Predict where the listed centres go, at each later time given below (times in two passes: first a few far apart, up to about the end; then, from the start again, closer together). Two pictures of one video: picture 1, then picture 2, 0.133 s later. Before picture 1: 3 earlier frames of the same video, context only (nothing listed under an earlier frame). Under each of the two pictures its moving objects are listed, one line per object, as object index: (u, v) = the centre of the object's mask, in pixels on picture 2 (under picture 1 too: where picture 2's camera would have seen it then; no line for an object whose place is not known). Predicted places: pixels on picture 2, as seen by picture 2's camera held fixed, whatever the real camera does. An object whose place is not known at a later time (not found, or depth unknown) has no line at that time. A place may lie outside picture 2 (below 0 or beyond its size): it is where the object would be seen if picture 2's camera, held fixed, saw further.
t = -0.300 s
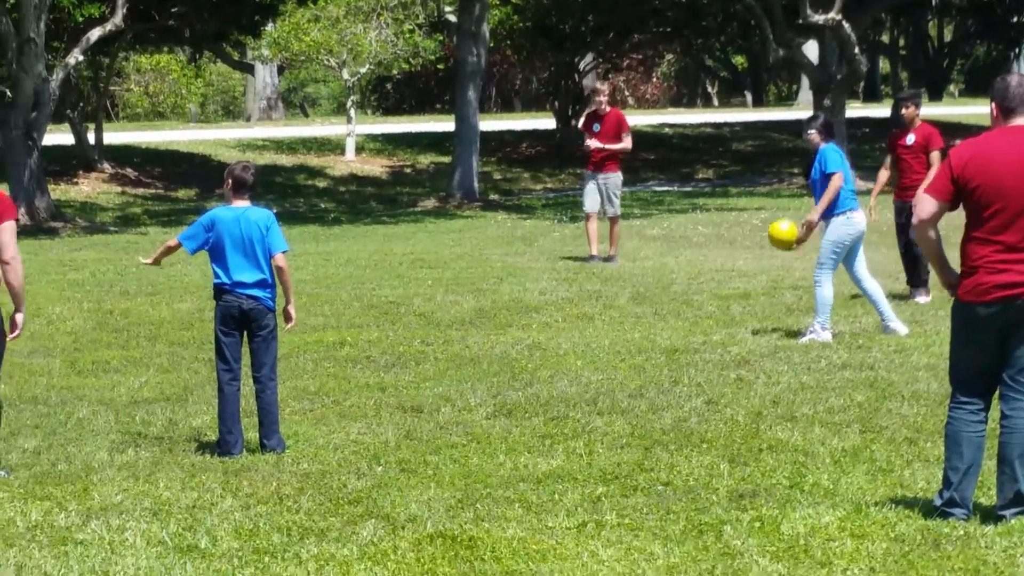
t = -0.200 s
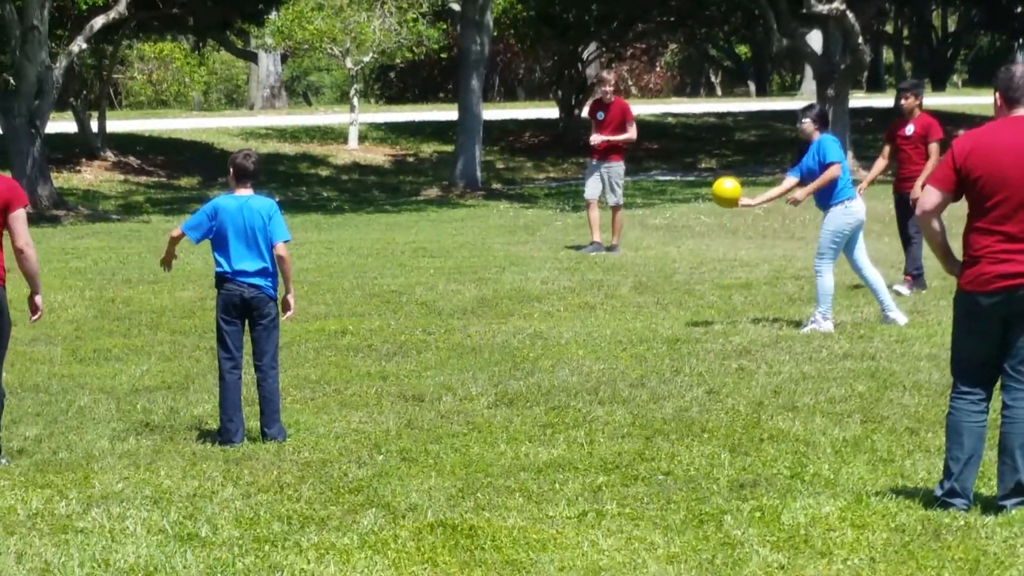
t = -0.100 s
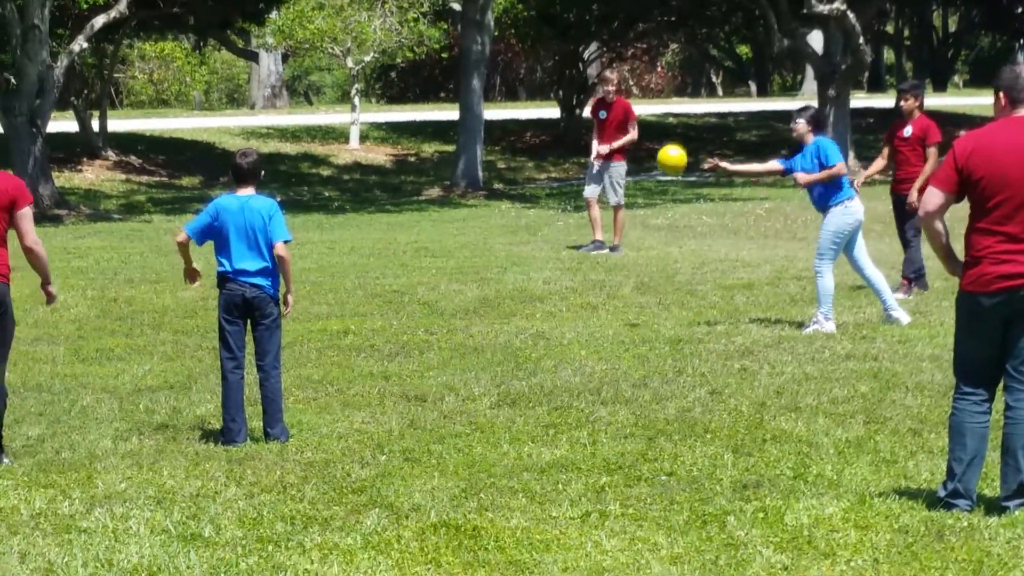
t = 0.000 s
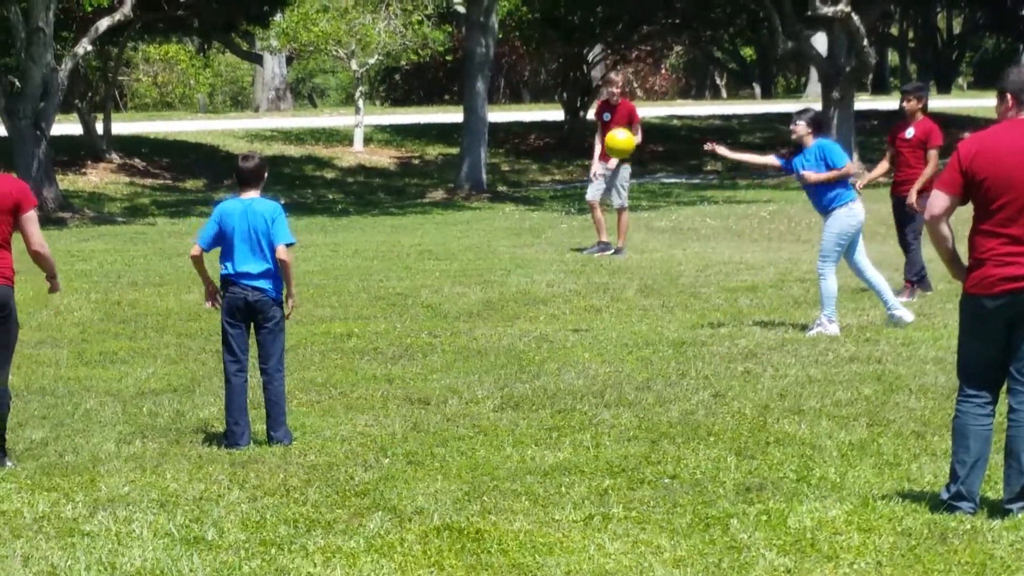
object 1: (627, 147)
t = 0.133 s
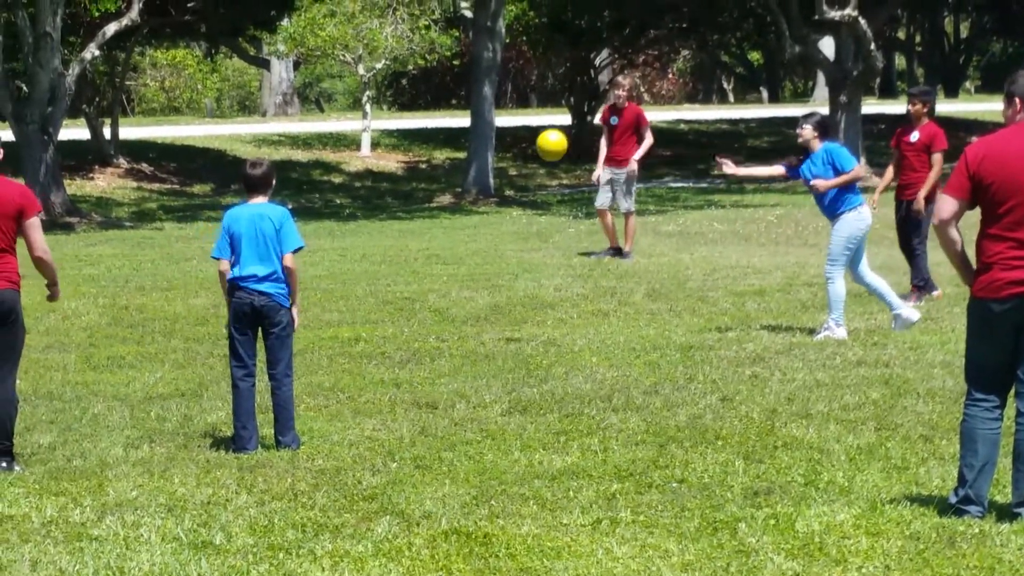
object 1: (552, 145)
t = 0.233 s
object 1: (496, 160)
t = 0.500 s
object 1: (346, 275)
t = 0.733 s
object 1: (227, 315)
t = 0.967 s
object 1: (141, 272)
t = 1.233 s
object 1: (33, 321)
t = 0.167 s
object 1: (533, 149)
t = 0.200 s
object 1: (514, 153)
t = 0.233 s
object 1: (496, 160)
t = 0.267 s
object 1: (476, 169)
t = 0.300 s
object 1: (458, 180)
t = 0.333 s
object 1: (439, 191)
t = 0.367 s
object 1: (420, 204)
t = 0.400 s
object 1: (401, 219)
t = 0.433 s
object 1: (383, 236)
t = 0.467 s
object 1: (364, 255)
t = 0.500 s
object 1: (346, 275)
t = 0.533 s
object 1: (327, 297)
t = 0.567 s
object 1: (309, 321)
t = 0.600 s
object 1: (300, 346)
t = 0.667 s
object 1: (264, 346)
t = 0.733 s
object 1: (227, 315)
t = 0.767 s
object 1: (220, 306)
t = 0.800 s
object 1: (208, 296)
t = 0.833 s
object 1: (194, 288)
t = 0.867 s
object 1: (181, 282)
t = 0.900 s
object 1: (167, 277)
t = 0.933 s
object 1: (153, 274)
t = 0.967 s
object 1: (141, 272)
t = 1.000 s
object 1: (127, 273)
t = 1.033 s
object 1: (114, 275)
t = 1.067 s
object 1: (100, 278)
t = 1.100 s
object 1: (86, 283)
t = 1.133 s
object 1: (72, 290)
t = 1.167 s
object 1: (58, 299)
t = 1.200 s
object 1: (46, 309)
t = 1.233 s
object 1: (33, 321)
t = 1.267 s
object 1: (20, 335)
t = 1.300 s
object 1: (10, 350)
